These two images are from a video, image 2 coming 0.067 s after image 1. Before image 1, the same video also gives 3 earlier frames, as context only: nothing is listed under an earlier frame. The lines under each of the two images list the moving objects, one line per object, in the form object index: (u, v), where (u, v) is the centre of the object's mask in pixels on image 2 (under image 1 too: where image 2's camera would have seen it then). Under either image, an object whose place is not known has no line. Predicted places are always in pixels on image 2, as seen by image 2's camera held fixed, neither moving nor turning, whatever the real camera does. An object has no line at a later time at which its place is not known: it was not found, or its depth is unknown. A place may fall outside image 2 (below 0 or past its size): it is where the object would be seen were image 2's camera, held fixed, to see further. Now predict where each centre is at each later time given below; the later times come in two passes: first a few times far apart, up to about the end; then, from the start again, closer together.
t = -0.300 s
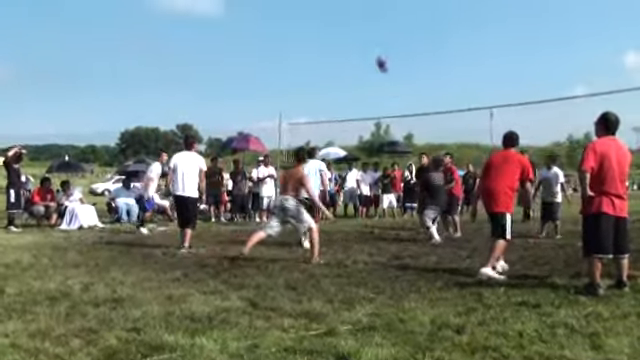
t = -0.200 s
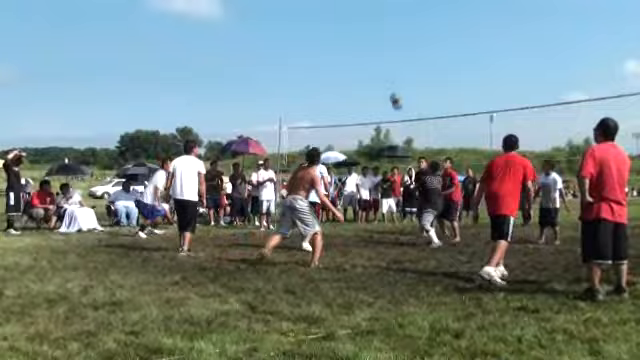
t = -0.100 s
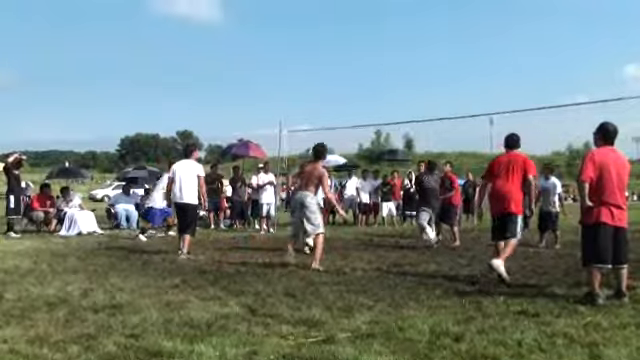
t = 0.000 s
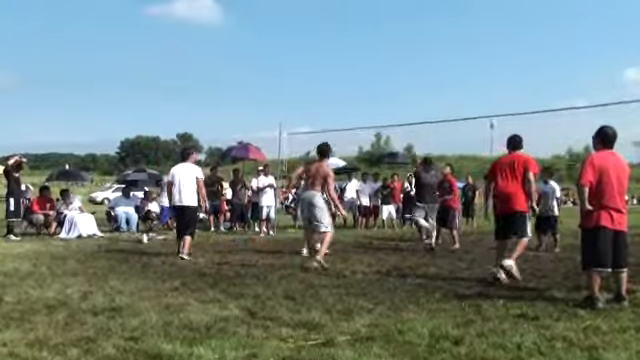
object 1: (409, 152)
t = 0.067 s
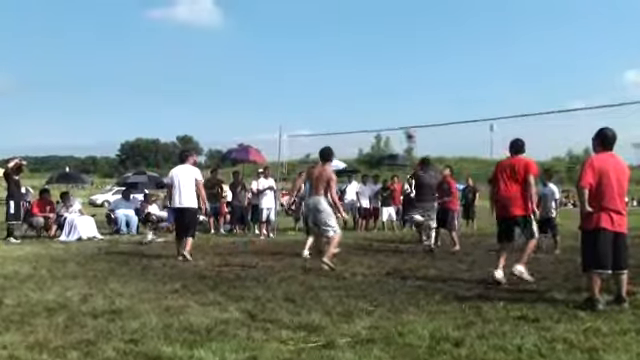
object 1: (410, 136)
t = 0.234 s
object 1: (397, 85)
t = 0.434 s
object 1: (382, 44)
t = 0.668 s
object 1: (366, 23)
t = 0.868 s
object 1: (353, 27)
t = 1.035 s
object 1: (343, 46)
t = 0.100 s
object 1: (407, 125)
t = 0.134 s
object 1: (405, 114)
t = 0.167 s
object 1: (402, 103)
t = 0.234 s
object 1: (397, 85)
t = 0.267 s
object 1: (394, 76)
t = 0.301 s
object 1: (392, 68)
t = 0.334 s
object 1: (389, 61)
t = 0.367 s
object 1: (387, 55)
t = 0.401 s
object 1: (384, 49)
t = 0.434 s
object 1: (382, 44)
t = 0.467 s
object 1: (380, 39)
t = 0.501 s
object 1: (377, 35)
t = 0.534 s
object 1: (375, 31)
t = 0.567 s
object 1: (373, 28)
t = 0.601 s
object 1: (370, 26)
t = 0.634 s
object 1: (368, 24)
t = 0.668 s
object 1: (366, 23)
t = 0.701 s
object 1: (364, 22)
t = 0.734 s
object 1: (362, 22)
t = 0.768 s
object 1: (360, 22)
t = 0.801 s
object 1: (358, 23)
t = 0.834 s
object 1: (356, 25)
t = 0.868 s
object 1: (353, 27)
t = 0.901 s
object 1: (352, 30)
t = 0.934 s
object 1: (349, 33)
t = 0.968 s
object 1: (347, 37)
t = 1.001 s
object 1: (345, 41)
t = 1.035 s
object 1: (343, 46)
